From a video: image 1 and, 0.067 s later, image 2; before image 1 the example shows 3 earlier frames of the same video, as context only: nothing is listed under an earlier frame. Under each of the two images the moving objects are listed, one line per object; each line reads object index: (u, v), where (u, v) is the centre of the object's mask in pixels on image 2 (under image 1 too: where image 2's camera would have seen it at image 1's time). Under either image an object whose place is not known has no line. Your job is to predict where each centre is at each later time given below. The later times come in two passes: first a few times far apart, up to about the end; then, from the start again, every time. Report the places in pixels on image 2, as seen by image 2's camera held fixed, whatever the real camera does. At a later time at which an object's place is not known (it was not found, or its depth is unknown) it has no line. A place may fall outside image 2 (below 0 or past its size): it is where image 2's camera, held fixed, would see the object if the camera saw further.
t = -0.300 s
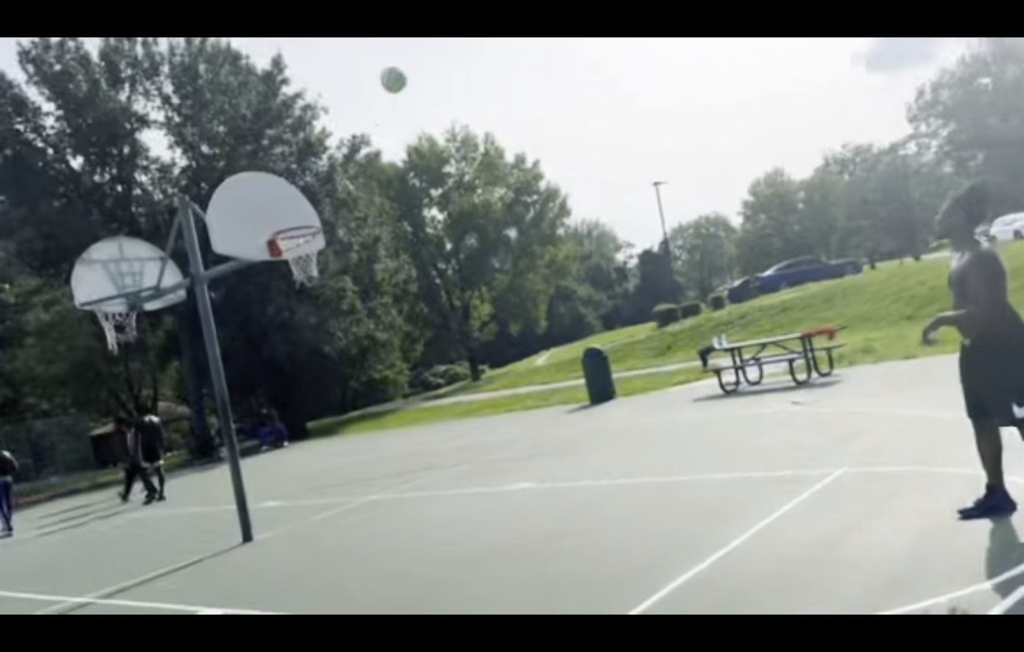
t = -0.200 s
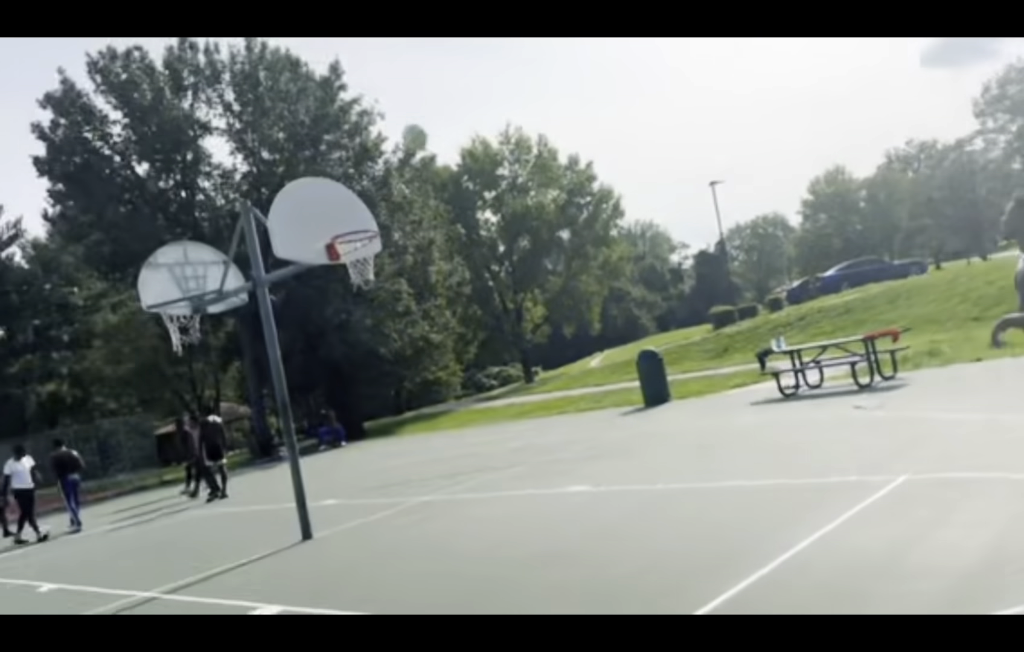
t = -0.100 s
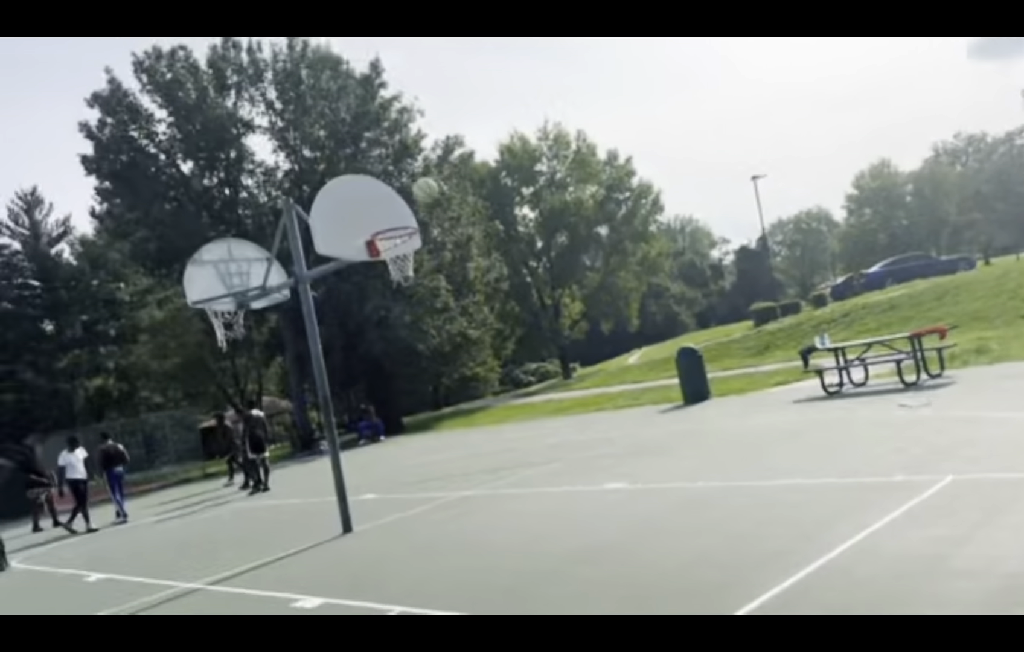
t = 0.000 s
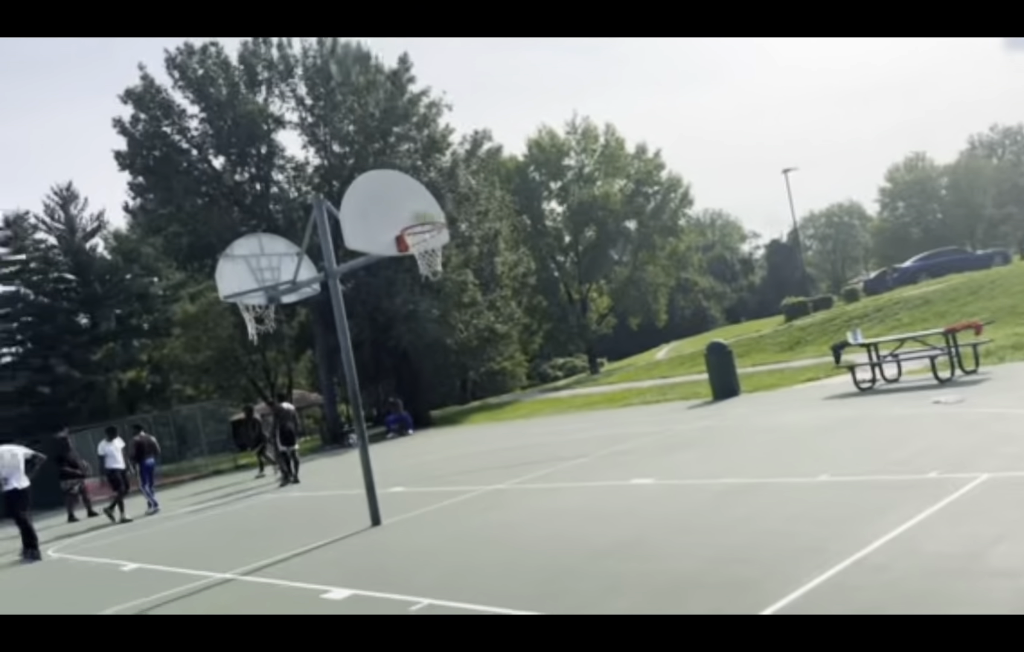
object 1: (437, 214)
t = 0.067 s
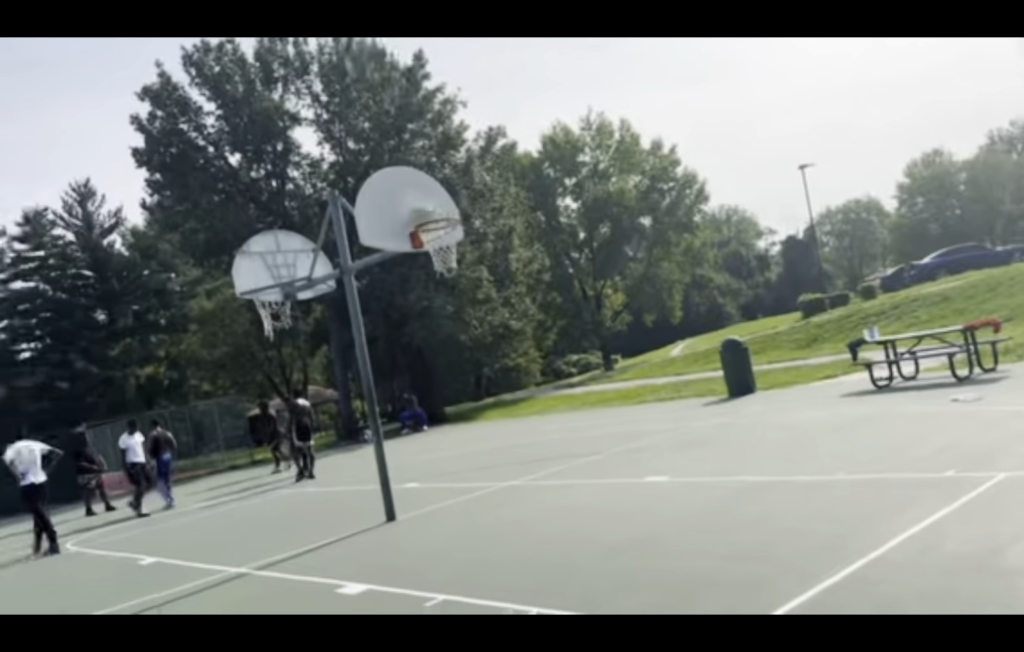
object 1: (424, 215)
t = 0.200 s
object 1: (433, 202)
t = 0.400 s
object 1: (457, 201)
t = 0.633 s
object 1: (499, 266)
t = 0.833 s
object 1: (555, 384)
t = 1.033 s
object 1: (617, 537)
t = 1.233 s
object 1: (608, 409)
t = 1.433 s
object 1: (610, 334)
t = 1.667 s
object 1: (626, 317)
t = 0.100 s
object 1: (424, 206)
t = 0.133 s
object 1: (428, 203)
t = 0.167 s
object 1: (431, 201)
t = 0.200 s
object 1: (433, 202)
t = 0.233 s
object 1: (437, 197)
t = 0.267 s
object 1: (441, 195)
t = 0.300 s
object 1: (446, 193)
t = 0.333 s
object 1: (449, 194)
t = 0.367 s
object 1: (453, 197)
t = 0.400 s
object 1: (457, 201)
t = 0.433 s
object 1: (463, 206)
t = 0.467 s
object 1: (468, 212)
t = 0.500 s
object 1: (474, 220)
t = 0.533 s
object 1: (479, 229)
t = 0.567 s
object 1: (486, 240)
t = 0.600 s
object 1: (493, 252)
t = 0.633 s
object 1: (499, 266)
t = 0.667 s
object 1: (508, 281)
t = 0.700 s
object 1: (517, 299)
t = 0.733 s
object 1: (525, 317)
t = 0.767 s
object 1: (535, 338)
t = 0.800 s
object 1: (544, 360)
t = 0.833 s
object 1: (555, 384)
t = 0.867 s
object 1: (567, 411)
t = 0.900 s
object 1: (578, 441)
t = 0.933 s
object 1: (591, 473)
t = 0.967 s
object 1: (603, 508)
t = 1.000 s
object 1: (615, 546)
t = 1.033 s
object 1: (617, 537)
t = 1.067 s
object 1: (615, 513)
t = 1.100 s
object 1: (613, 490)
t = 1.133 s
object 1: (612, 466)
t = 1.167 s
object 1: (610, 446)
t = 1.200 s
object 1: (610, 427)
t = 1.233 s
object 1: (608, 409)
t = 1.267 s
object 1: (608, 393)
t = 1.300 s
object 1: (608, 377)
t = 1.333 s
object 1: (606, 361)
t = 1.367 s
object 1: (608, 352)
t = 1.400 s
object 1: (609, 342)
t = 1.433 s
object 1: (610, 334)
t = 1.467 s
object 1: (611, 326)
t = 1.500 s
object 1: (613, 321)
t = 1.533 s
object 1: (615, 317)
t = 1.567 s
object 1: (617, 314)
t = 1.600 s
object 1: (620, 314)
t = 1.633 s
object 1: (623, 314)
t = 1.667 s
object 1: (626, 317)
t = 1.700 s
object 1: (629, 322)
